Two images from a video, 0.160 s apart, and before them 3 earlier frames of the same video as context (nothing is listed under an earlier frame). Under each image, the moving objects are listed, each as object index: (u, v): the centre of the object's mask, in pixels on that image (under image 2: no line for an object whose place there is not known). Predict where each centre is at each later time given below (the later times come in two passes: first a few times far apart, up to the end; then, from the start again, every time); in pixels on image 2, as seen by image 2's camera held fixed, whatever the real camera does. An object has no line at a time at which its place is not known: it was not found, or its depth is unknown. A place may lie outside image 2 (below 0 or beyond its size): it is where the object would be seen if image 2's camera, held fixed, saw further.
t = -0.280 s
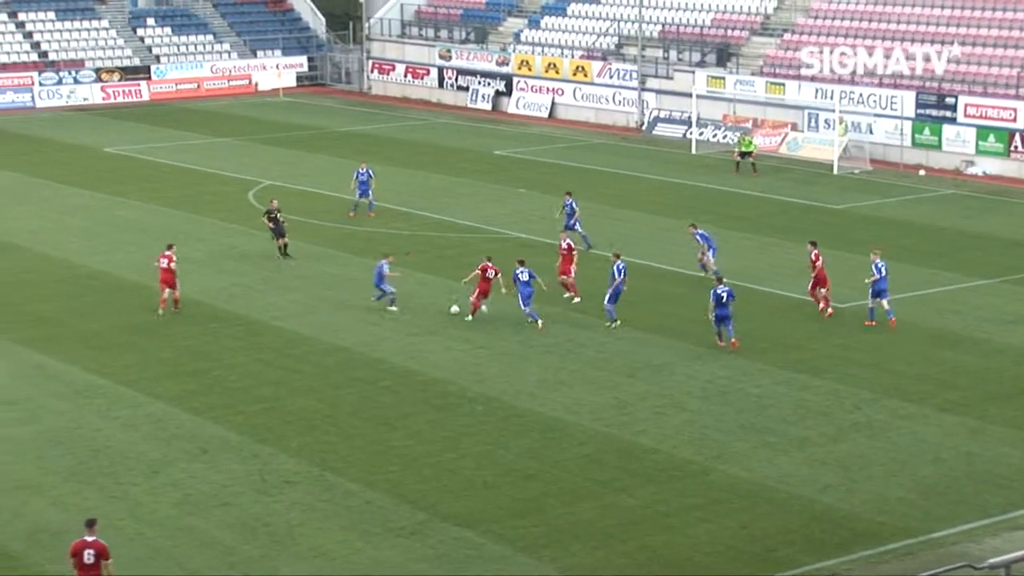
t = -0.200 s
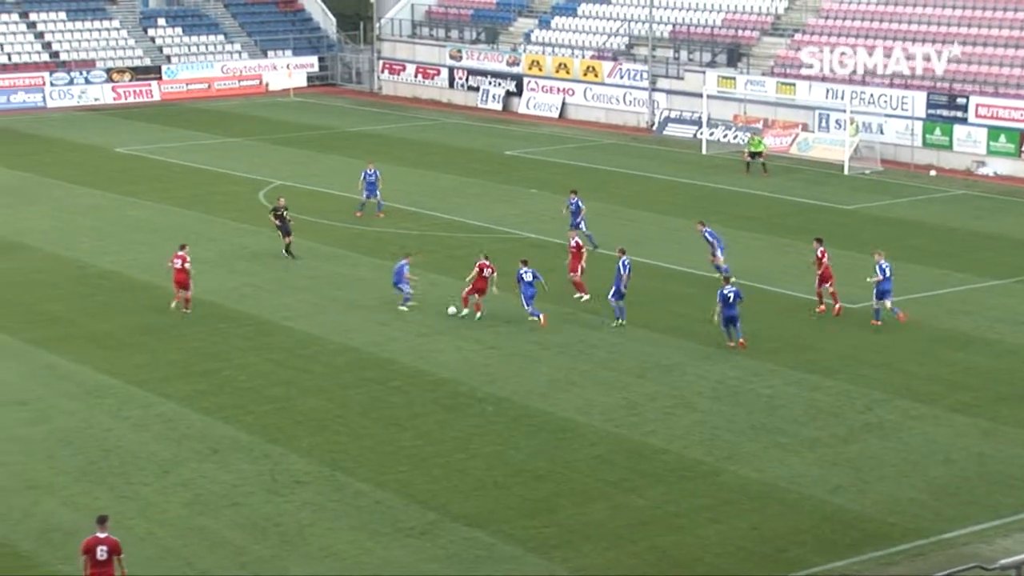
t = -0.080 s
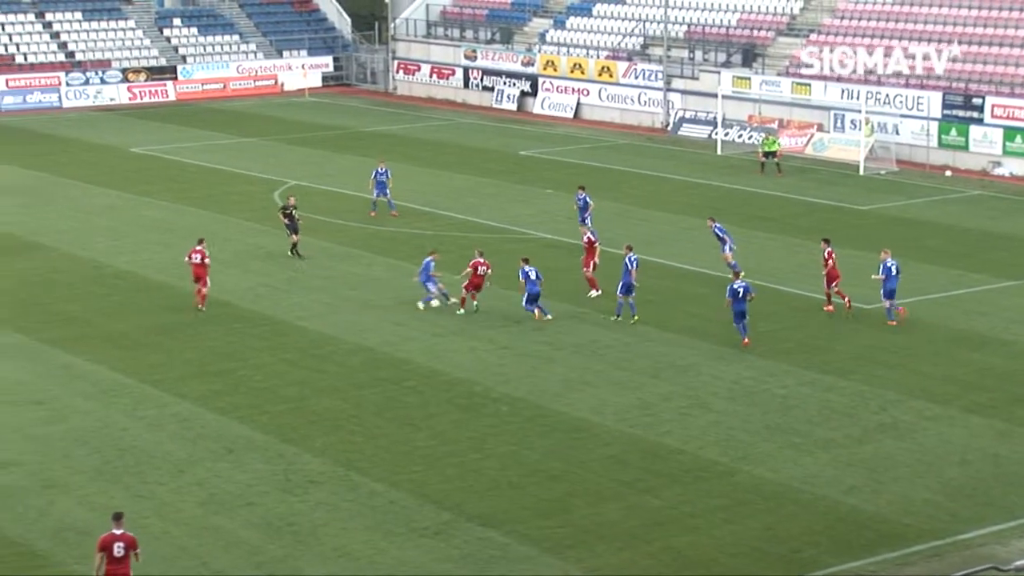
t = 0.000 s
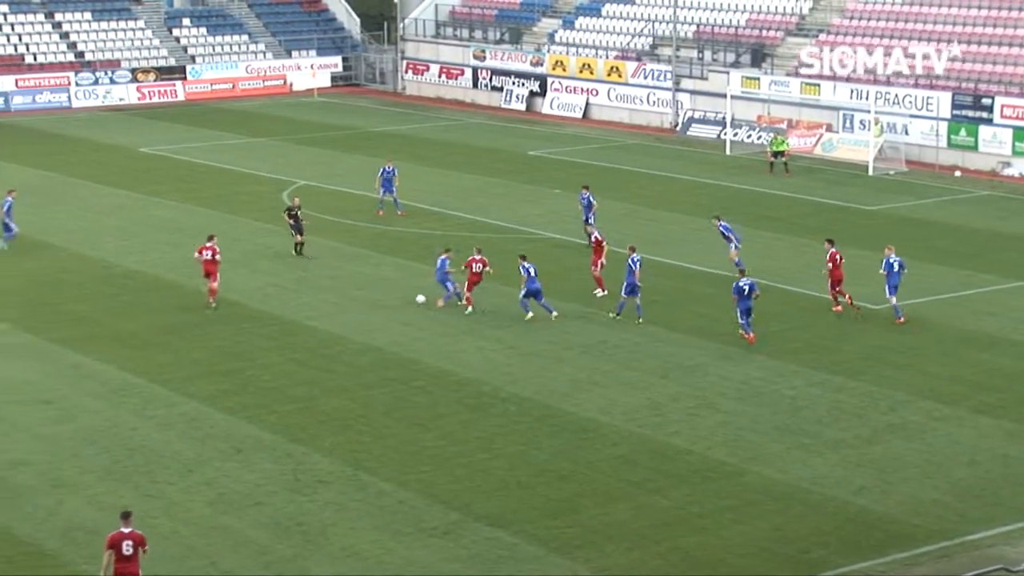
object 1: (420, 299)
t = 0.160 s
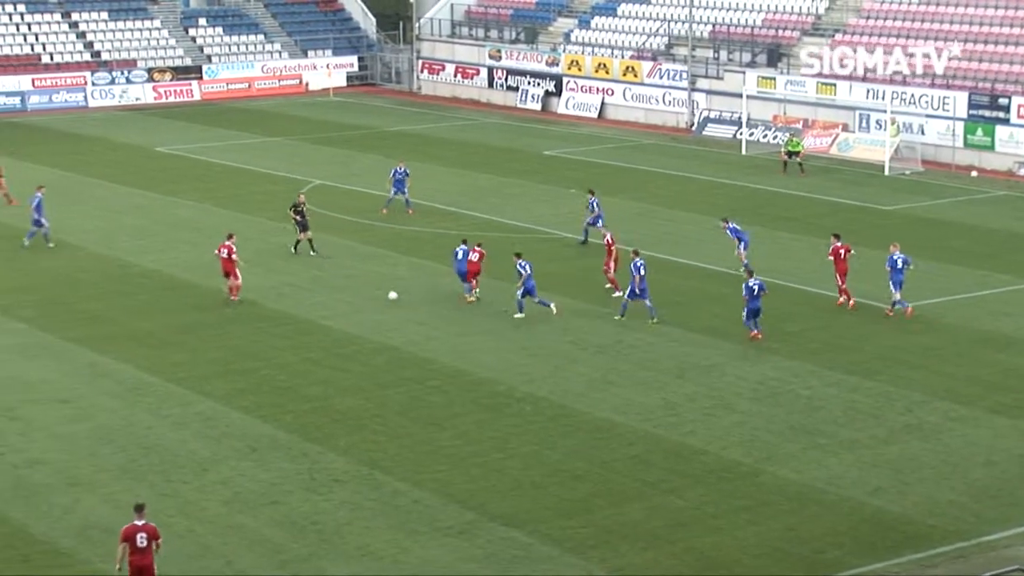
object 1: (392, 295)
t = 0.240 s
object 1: (374, 288)
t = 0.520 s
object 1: (316, 282)
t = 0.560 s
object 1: (308, 284)
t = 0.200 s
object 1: (383, 292)
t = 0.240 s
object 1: (374, 288)
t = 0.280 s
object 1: (365, 286)
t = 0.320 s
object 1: (357, 283)
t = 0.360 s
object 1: (348, 282)
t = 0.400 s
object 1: (340, 281)
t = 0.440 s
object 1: (332, 281)
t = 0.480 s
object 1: (324, 281)
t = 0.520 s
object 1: (316, 282)
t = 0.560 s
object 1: (308, 284)
